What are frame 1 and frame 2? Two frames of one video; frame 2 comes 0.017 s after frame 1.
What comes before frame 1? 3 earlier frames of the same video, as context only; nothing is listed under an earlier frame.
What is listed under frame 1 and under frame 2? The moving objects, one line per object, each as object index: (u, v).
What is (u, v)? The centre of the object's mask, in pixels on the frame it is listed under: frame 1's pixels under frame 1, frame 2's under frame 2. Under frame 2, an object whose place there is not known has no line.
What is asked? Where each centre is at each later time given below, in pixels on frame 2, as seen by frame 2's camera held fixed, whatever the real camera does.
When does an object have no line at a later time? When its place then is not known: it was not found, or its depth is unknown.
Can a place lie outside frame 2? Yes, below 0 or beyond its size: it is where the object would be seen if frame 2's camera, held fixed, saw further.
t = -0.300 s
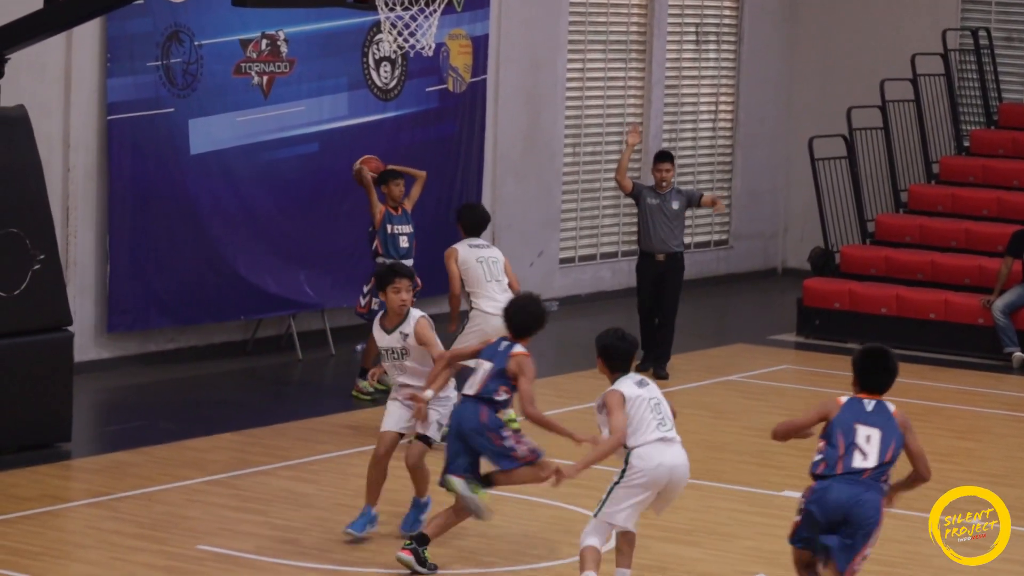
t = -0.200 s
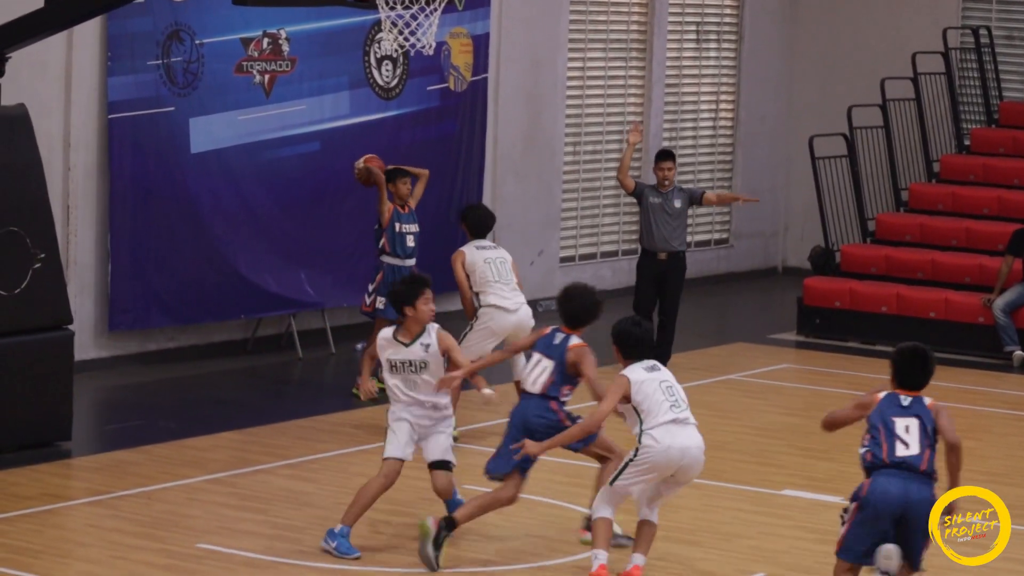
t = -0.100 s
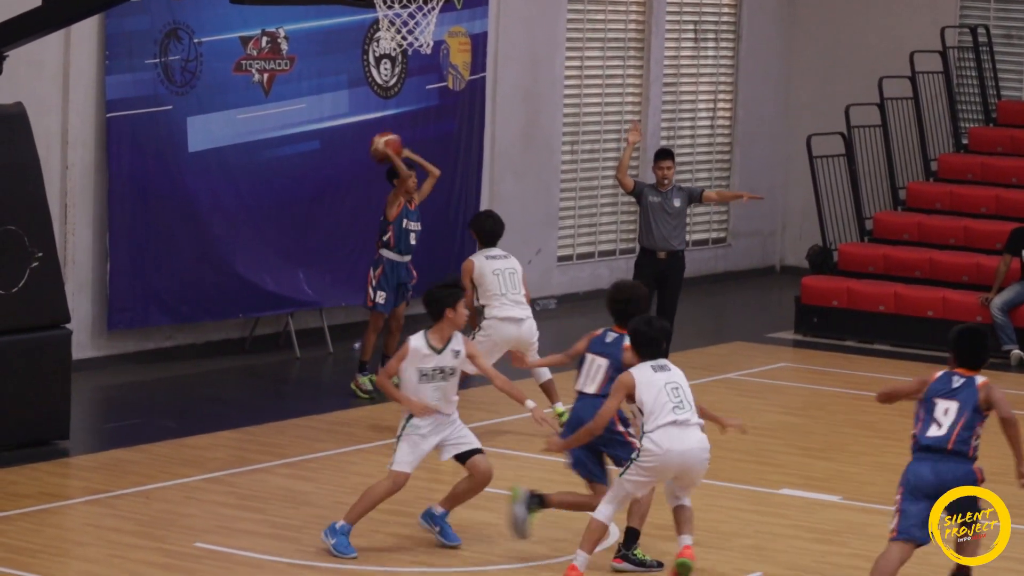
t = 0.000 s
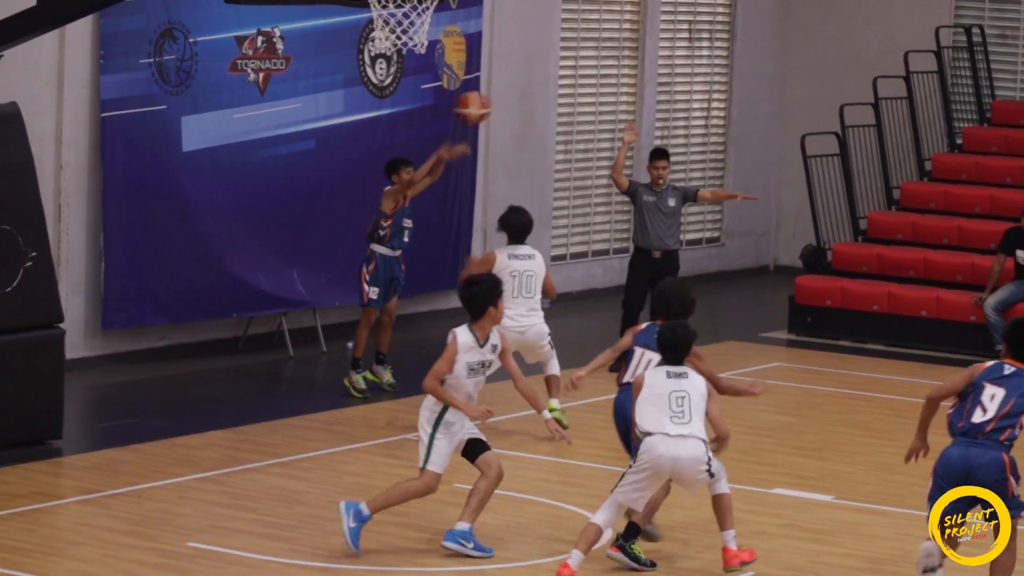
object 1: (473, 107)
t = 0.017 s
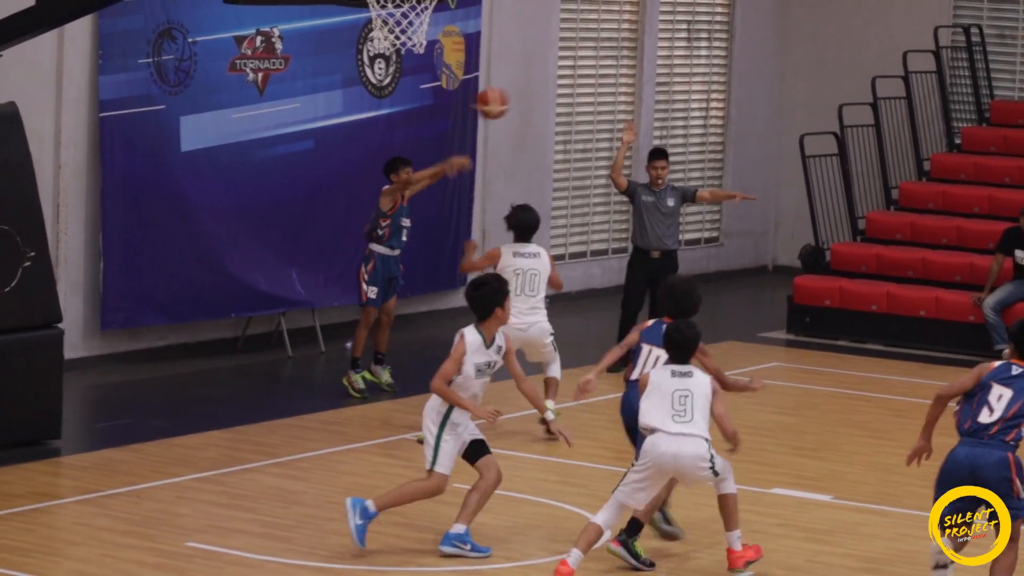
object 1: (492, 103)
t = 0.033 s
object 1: (512, 99)
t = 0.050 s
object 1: (532, 95)
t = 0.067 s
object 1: (552, 92)
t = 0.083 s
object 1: (572, 89)
